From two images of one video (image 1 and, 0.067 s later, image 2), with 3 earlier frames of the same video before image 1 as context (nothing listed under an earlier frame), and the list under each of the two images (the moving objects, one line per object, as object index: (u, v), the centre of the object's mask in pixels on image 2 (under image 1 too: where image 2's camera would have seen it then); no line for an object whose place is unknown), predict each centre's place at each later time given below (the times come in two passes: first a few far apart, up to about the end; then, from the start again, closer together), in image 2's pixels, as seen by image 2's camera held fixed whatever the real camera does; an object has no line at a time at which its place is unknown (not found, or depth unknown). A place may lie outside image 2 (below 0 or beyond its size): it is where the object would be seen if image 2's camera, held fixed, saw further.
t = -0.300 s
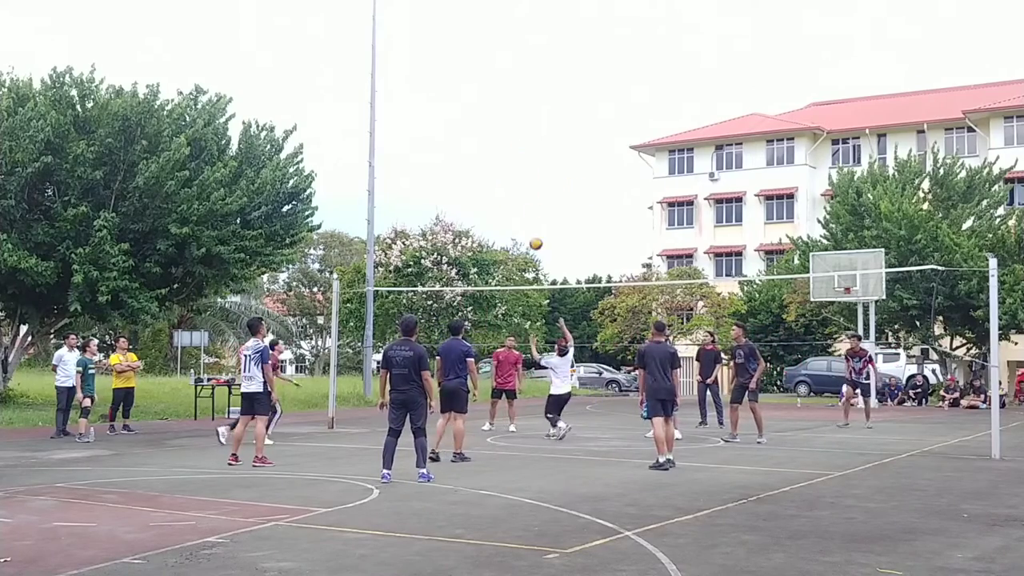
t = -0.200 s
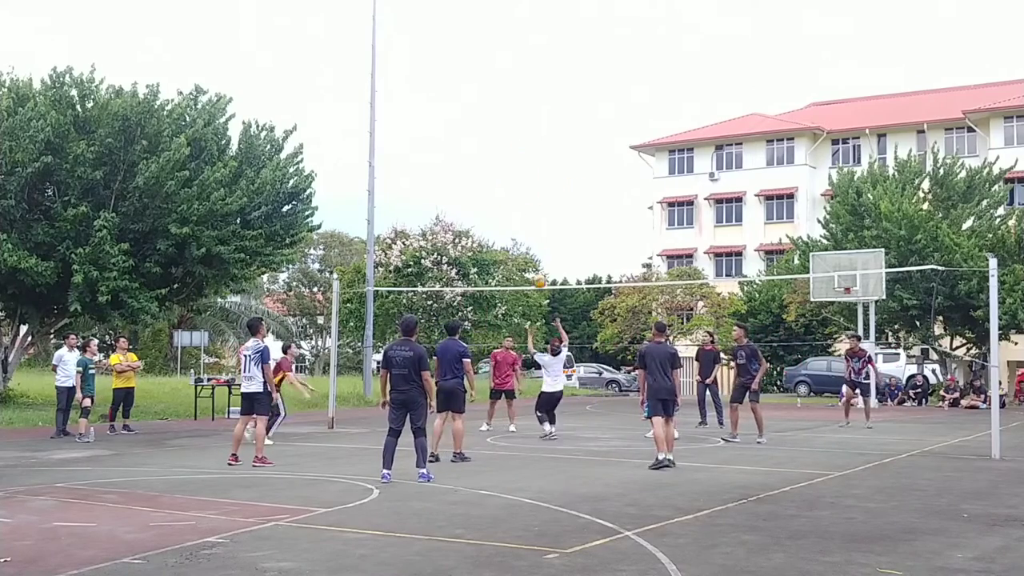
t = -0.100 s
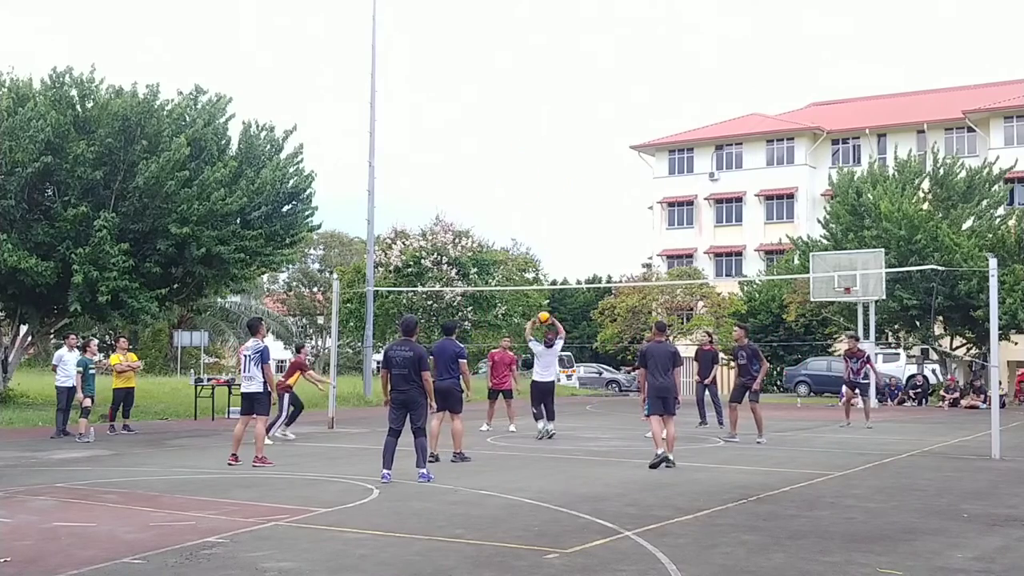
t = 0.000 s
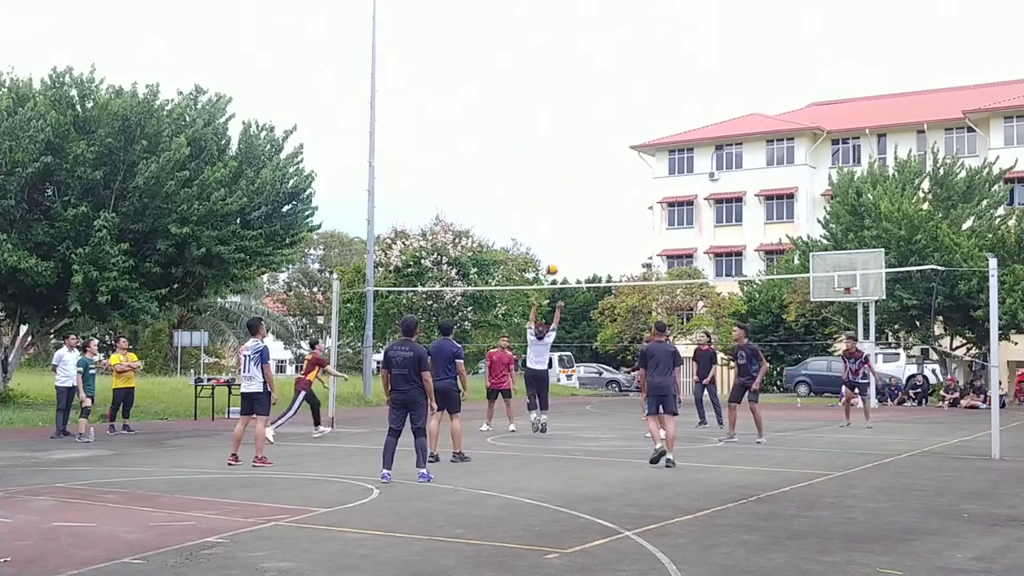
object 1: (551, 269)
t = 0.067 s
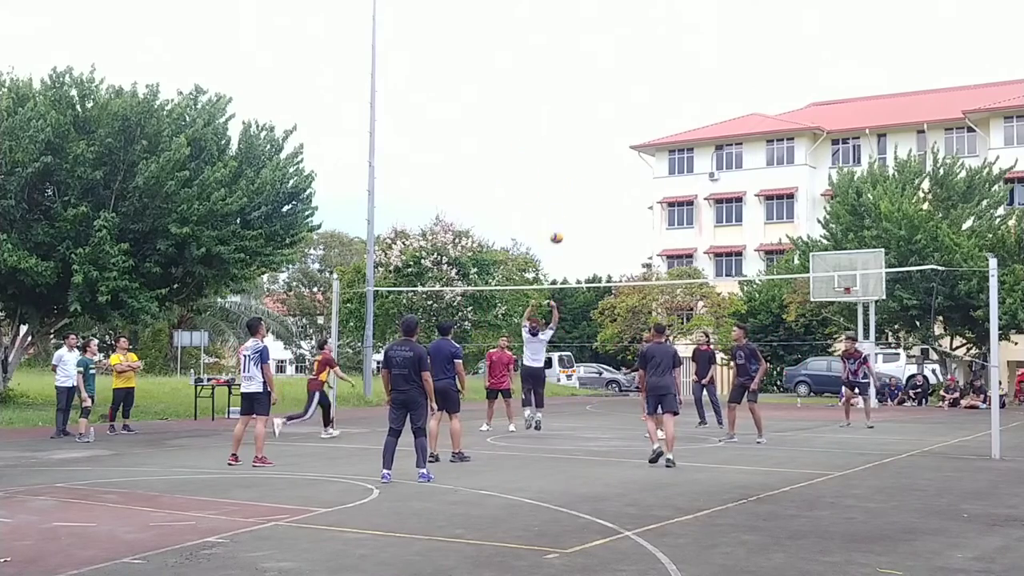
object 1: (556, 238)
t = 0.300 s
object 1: (572, 149)
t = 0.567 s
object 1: (590, 90)
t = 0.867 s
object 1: (609, 77)
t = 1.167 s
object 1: (627, 123)
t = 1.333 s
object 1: (636, 174)
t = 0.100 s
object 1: (559, 223)
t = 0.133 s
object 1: (561, 209)
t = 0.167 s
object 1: (563, 196)
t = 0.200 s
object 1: (565, 183)
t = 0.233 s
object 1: (568, 171)
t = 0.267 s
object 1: (570, 160)
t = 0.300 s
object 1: (572, 149)
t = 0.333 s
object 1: (574, 140)
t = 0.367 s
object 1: (576, 131)
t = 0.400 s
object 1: (579, 122)
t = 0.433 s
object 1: (581, 114)
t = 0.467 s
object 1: (583, 107)
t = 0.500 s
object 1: (585, 101)
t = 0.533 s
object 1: (587, 95)
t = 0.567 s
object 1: (590, 90)
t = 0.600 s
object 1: (592, 86)
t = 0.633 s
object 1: (594, 82)
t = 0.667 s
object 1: (596, 79)
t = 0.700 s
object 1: (599, 77)
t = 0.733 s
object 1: (601, 76)
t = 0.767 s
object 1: (603, 75)
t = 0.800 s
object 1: (605, 75)
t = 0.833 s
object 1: (607, 76)
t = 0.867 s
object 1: (609, 77)
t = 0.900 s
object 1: (612, 80)
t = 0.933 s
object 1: (614, 83)
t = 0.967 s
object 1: (616, 86)
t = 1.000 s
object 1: (618, 91)
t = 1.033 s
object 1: (620, 96)
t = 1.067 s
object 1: (622, 101)
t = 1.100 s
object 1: (624, 108)
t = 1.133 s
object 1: (625, 115)
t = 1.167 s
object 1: (627, 123)
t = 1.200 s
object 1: (629, 132)
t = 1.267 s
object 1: (633, 152)
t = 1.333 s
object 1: (636, 174)
